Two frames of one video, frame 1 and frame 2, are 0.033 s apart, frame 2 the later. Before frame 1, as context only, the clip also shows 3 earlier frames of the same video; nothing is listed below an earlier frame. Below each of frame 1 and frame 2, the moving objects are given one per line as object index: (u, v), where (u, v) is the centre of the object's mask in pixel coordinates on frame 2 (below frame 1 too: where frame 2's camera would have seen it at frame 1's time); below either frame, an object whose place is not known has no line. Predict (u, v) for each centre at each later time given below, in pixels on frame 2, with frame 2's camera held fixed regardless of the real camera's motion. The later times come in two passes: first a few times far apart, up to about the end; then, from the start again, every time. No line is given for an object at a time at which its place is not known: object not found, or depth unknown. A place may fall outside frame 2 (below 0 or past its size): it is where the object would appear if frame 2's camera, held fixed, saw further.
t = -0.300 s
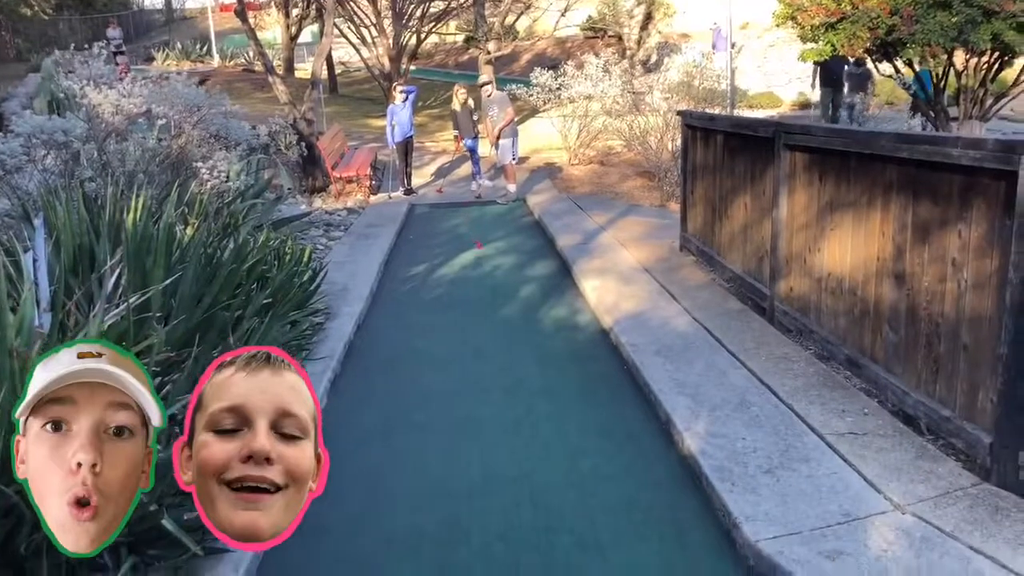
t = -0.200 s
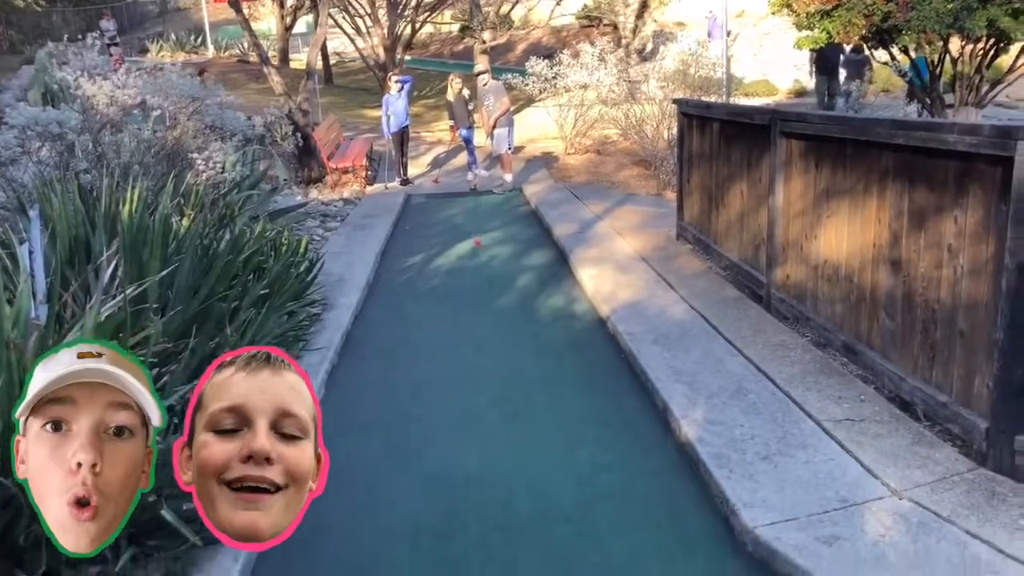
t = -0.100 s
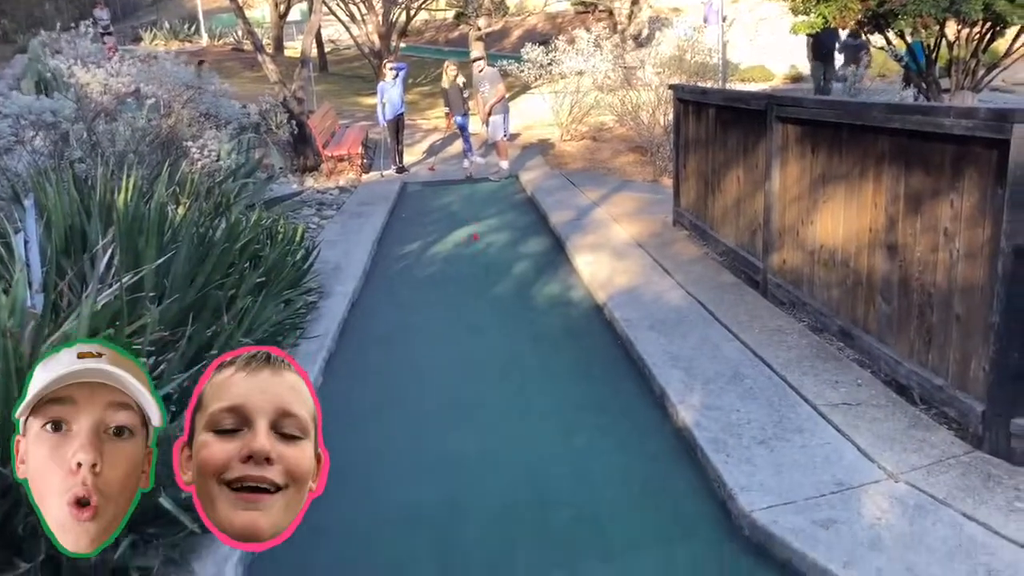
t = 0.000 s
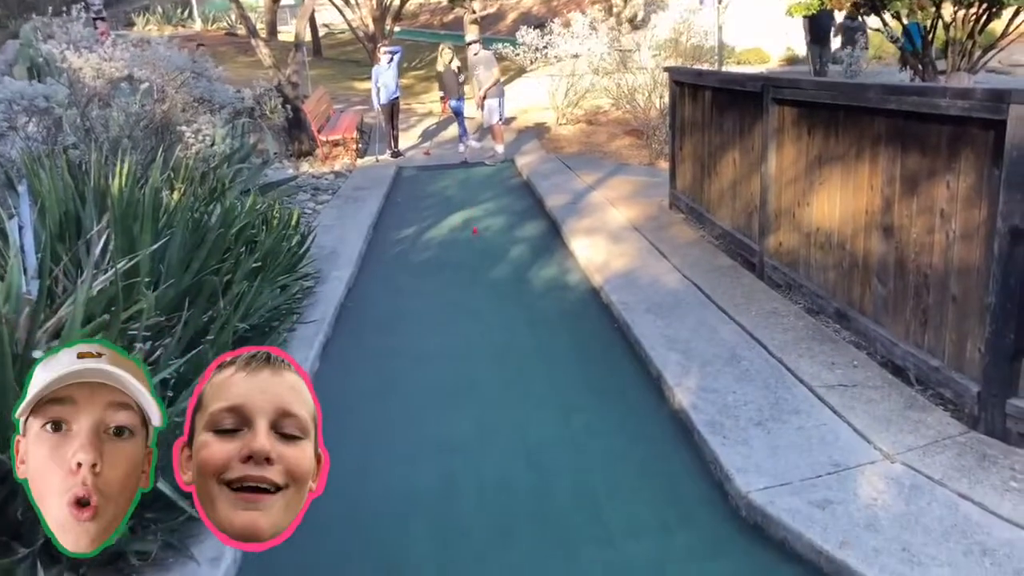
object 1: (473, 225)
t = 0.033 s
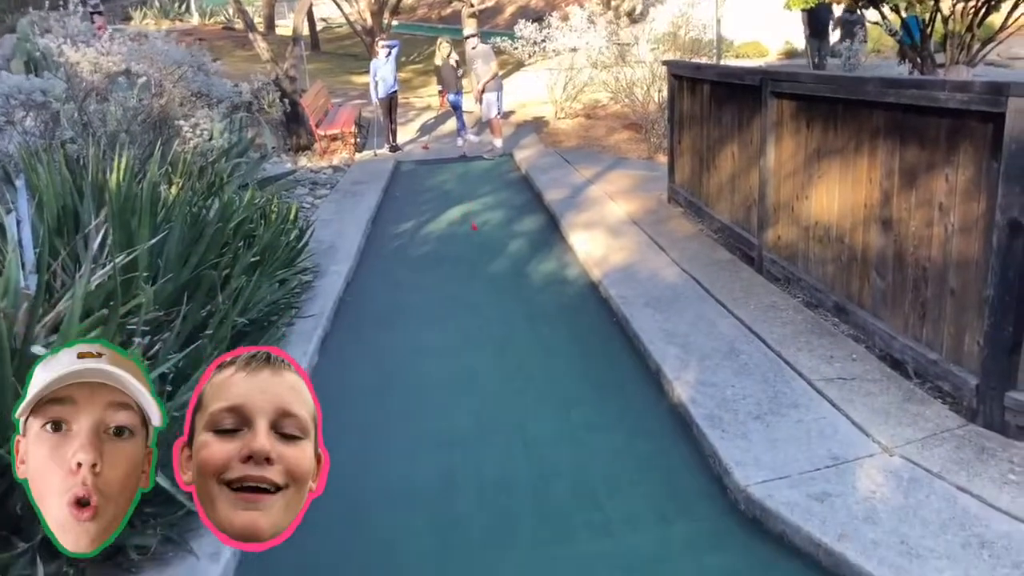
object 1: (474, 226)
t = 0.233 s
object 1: (479, 246)
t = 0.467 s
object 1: (488, 269)
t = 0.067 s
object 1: (474, 230)
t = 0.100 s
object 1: (475, 233)
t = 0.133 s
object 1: (476, 237)
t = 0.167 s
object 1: (477, 239)
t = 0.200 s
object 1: (478, 240)
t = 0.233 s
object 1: (479, 246)
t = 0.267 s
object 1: (480, 249)
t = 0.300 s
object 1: (481, 253)
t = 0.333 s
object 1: (482, 256)
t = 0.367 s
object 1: (484, 260)
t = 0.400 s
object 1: (486, 262)
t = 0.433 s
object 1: (486, 266)
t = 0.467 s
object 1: (488, 269)
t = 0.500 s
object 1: (490, 272)
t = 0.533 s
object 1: (491, 276)
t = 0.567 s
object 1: (493, 280)
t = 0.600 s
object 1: (495, 284)
